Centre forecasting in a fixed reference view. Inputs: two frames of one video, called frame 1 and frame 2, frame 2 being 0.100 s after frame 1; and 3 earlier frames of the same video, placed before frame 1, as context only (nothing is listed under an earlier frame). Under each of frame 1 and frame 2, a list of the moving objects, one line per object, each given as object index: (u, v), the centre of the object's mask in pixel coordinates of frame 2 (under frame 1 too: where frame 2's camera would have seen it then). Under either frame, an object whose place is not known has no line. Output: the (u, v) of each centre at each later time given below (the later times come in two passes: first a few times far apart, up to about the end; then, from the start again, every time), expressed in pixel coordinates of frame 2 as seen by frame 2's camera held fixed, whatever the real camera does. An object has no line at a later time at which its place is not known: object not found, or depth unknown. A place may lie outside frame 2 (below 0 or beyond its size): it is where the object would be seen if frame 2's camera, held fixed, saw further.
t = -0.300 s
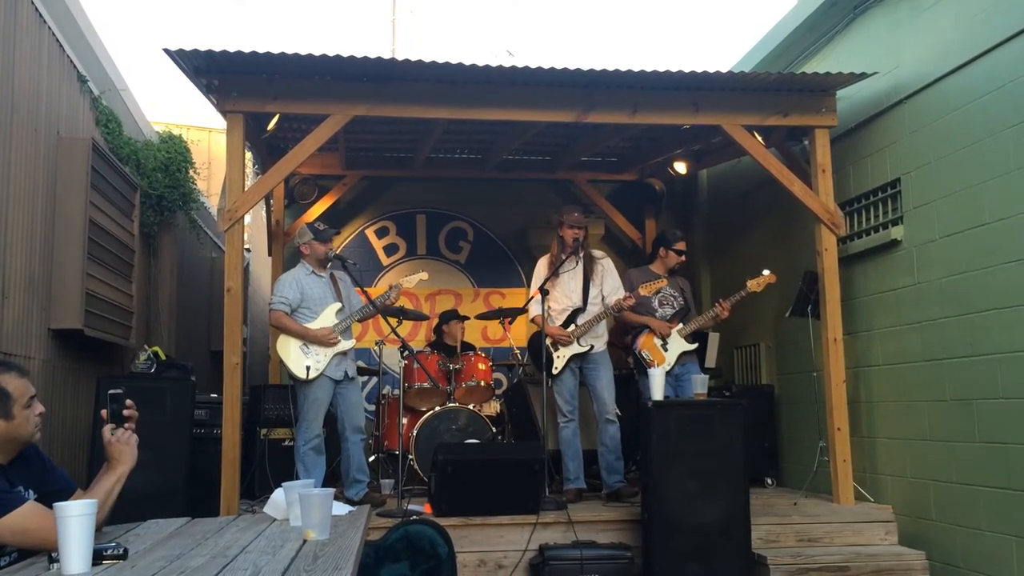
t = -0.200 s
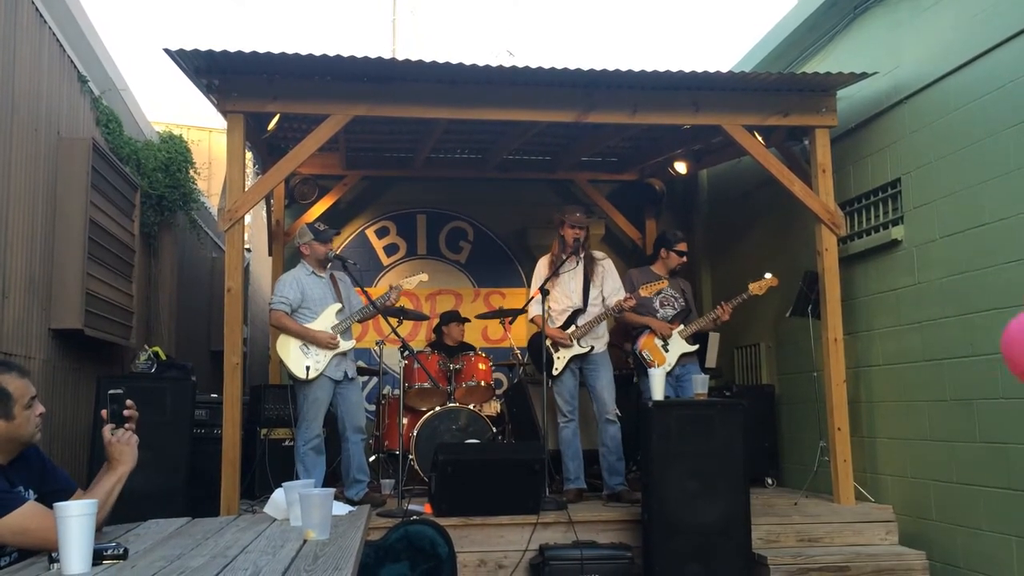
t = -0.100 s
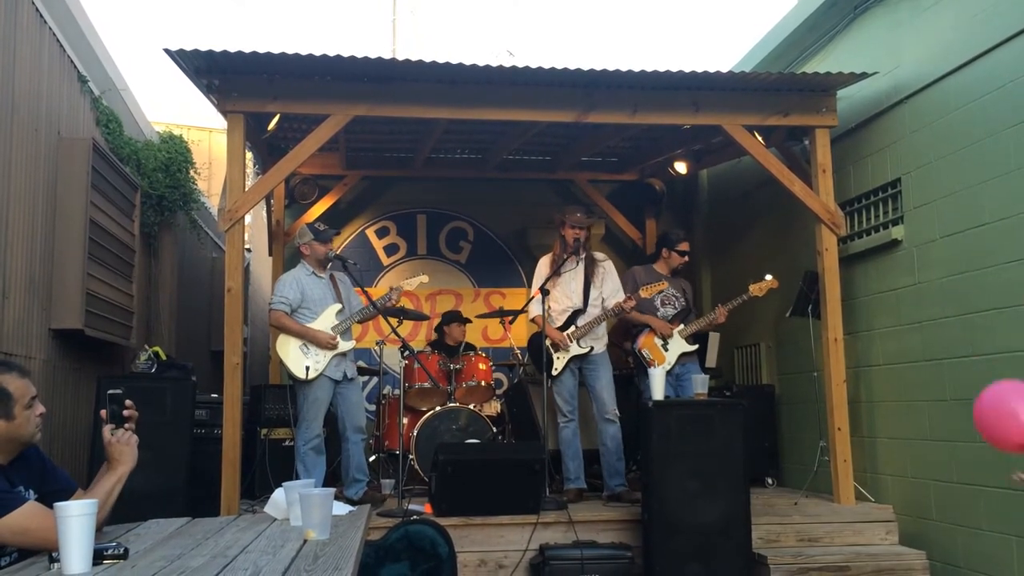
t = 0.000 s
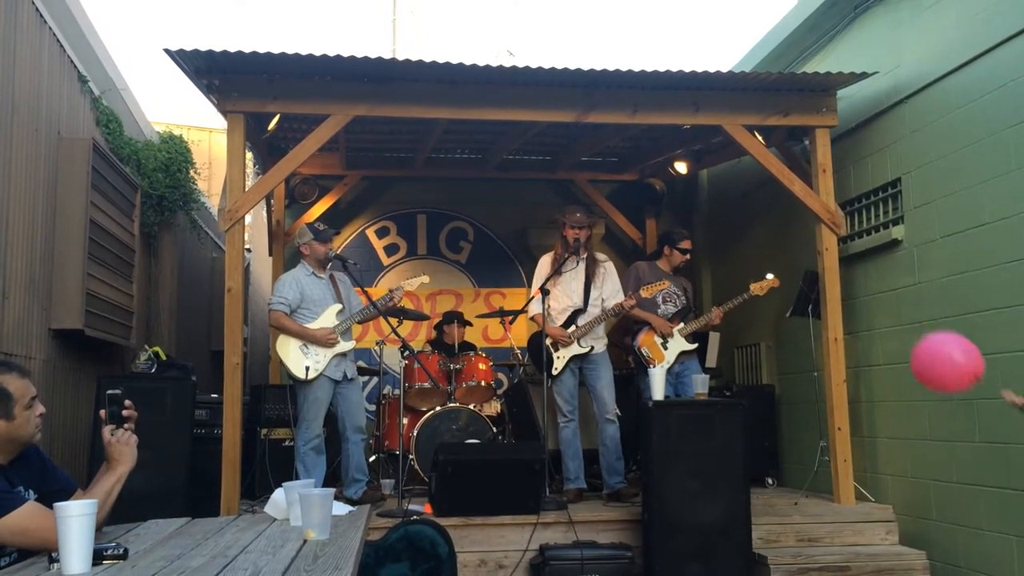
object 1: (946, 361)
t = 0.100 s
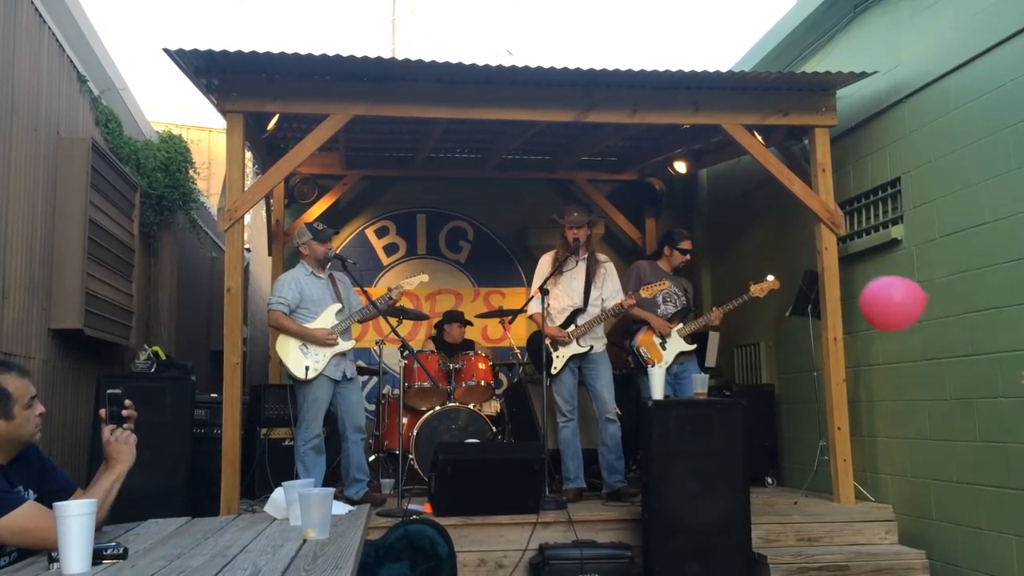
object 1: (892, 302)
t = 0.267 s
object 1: (844, 258)
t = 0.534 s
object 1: (798, 259)
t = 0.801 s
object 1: (760, 321)
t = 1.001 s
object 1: (745, 394)
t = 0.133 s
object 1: (879, 289)
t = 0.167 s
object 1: (868, 279)
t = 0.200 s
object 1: (859, 270)
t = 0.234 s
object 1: (851, 263)
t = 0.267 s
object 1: (844, 258)
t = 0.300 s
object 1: (838, 254)
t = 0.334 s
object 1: (832, 252)
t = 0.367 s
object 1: (826, 250)
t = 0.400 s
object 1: (821, 250)
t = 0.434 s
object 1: (815, 250)
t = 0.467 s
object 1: (809, 252)
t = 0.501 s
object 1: (803, 255)
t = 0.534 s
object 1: (798, 259)
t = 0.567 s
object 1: (793, 264)
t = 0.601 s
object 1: (788, 270)
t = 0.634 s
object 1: (783, 276)
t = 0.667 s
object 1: (778, 284)
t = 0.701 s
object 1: (773, 292)
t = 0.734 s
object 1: (769, 301)
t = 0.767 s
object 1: (764, 311)
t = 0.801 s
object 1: (760, 321)
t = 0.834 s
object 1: (757, 332)
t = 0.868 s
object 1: (753, 344)
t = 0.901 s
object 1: (751, 356)
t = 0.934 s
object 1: (748, 368)
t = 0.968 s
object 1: (746, 381)
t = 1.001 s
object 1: (745, 394)
